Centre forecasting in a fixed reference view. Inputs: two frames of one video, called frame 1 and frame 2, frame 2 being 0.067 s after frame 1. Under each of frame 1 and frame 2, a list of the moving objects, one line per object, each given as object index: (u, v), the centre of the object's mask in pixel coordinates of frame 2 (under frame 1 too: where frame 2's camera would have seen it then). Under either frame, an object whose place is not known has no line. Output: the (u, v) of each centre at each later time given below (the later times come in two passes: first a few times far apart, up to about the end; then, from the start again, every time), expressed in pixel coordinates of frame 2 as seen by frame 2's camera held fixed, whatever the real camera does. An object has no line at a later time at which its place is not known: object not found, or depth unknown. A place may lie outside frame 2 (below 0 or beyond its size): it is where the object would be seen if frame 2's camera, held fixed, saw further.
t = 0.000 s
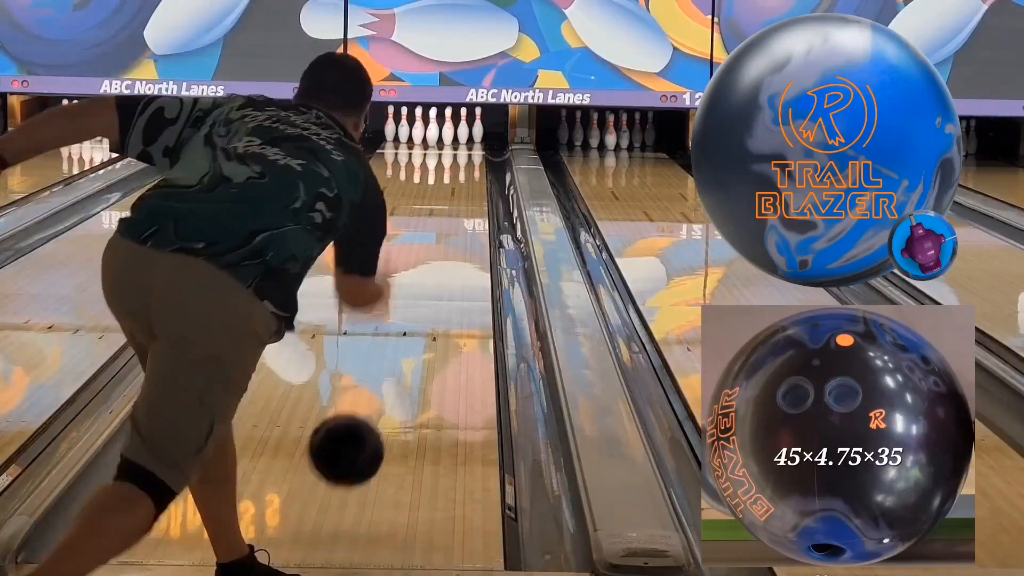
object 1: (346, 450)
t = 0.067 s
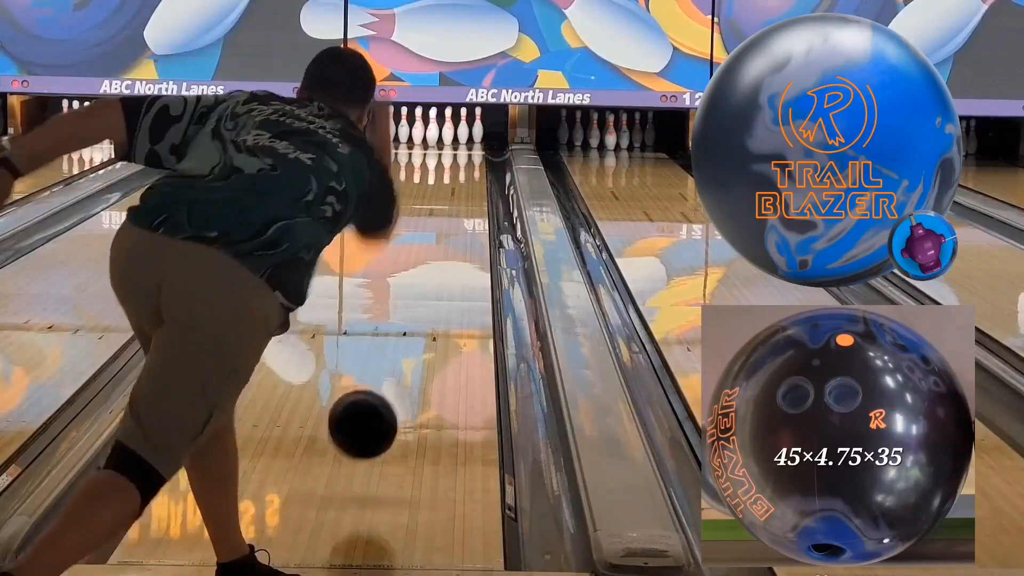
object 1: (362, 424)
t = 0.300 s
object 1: (404, 373)
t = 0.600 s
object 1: (438, 298)
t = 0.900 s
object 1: (459, 249)
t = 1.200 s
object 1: (471, 215)
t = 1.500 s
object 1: (477, 189)
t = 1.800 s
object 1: (476, 169)
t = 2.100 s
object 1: (467, 154)
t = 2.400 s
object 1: (451, 143)
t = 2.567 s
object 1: (443, 137)
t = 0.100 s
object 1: (370, 418)
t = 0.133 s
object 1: (376, 415)
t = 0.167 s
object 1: (383, 416)
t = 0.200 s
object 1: (388, 405)
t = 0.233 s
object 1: (394, 392)
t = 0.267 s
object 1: (399, 383)
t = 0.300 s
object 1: (404, 373)
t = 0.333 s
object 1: (409, 363)
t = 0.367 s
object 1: (413, 353)
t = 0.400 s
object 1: (417, 344)
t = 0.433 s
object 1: (421, 336)
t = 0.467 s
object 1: (425, 328)
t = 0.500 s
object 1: (428, 320)
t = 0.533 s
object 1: (432, 312)
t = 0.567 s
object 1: (435, 305)
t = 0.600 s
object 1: (438, 298)
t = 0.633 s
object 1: (441, 292)
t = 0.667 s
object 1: (444, 286)
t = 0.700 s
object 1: (446, 280)
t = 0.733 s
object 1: (449, 275)
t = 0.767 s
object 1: (451, 269)
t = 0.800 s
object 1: (453, 264)
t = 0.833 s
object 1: (455, 259)
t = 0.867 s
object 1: (457, 254)
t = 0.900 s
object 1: (459, 249)
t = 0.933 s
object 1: (461, 245)
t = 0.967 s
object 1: (463, 241)
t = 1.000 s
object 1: (464, 237)
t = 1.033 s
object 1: (465, 233)
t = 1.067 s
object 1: (467, 229)
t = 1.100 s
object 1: (468, 225)
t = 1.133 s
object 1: (469, 221)
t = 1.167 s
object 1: (470, 217)
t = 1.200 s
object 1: (471, 215)
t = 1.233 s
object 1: (472, 211)
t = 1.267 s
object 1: (473, 208)
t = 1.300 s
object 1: (474, 205)
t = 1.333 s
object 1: (474, 202)
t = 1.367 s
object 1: (475, 199)
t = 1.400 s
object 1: (475, 196)
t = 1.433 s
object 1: (476, 194)
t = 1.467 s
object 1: (476, 191)
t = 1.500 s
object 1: (477, 189)
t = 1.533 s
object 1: (477, 186)
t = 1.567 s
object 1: (477, 184)
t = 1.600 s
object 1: (477, 181)
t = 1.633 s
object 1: (477, 179)
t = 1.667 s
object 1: (477, 177)
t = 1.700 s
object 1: (477, 175)
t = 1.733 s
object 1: (477, 173)
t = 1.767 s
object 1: (477, 171)
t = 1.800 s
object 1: (476, 169)
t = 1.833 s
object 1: (476, 167)
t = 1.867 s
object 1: (475, 165)
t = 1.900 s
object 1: (474, 164)
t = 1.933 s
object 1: (473, 162)
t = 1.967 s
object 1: (472, 160)
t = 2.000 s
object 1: (471, 159)
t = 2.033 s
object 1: (469, 157)
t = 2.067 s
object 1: (469, 156)
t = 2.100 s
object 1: (467, 154)
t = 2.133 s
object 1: (466, 153)
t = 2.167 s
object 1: (464, 151)
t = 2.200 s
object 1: (462, 150)
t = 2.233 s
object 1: (460, 149)
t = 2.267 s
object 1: (458, 147)
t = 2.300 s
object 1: (456, 146)
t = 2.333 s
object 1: (454, 145)
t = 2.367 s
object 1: (453, 144)
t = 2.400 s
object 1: (451, 143)
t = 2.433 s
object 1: (449, 142)
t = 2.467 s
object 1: (448, 141)
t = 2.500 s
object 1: (447, 140)
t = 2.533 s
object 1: (446, 139)
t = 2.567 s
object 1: (443, 137)
